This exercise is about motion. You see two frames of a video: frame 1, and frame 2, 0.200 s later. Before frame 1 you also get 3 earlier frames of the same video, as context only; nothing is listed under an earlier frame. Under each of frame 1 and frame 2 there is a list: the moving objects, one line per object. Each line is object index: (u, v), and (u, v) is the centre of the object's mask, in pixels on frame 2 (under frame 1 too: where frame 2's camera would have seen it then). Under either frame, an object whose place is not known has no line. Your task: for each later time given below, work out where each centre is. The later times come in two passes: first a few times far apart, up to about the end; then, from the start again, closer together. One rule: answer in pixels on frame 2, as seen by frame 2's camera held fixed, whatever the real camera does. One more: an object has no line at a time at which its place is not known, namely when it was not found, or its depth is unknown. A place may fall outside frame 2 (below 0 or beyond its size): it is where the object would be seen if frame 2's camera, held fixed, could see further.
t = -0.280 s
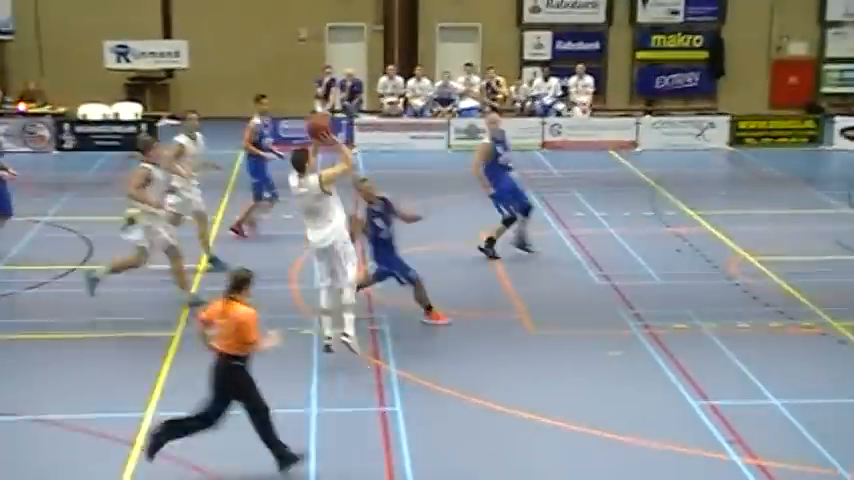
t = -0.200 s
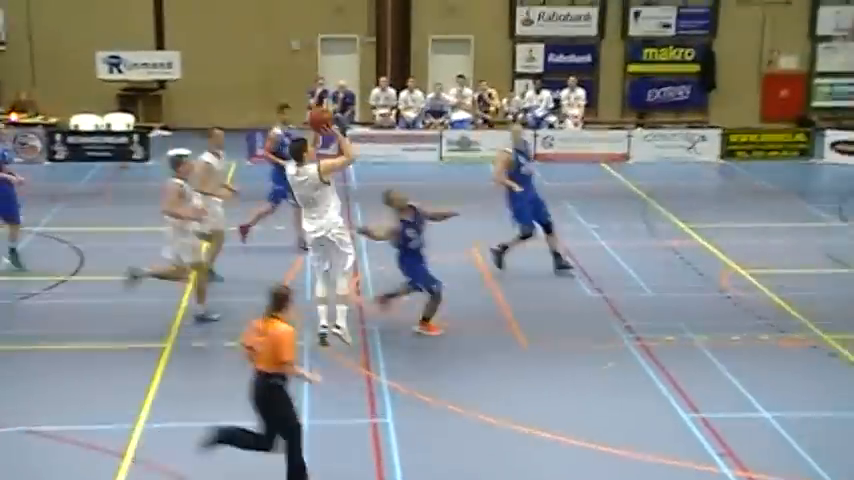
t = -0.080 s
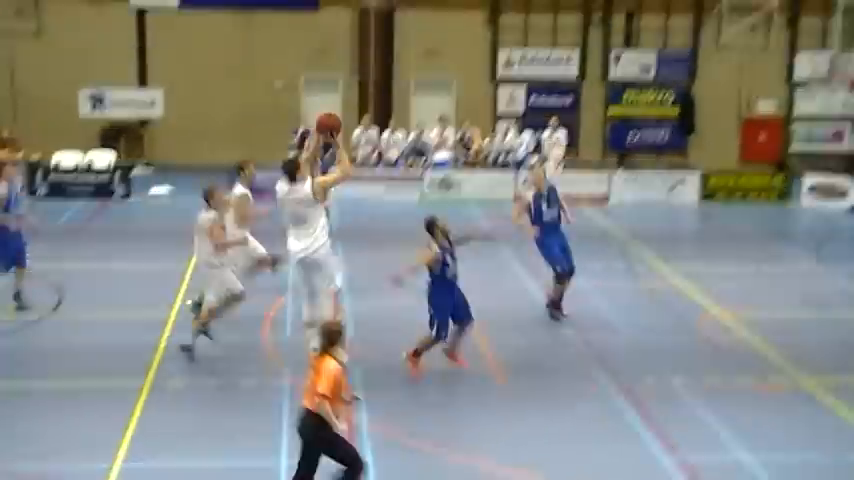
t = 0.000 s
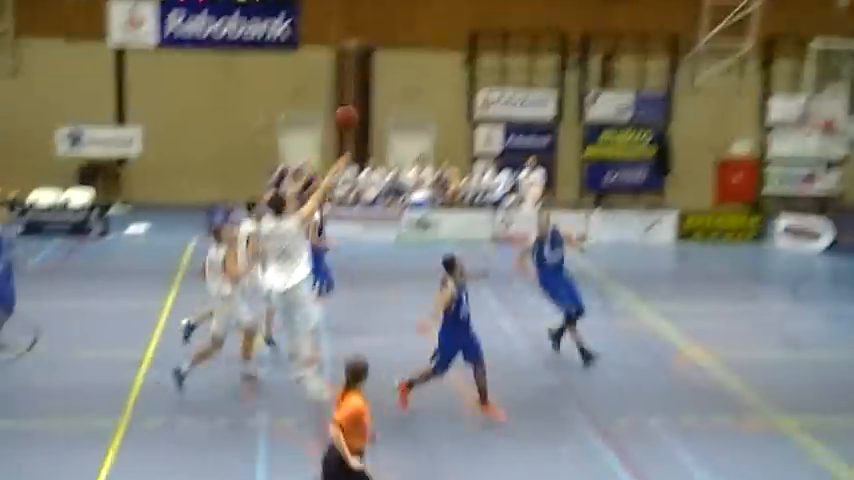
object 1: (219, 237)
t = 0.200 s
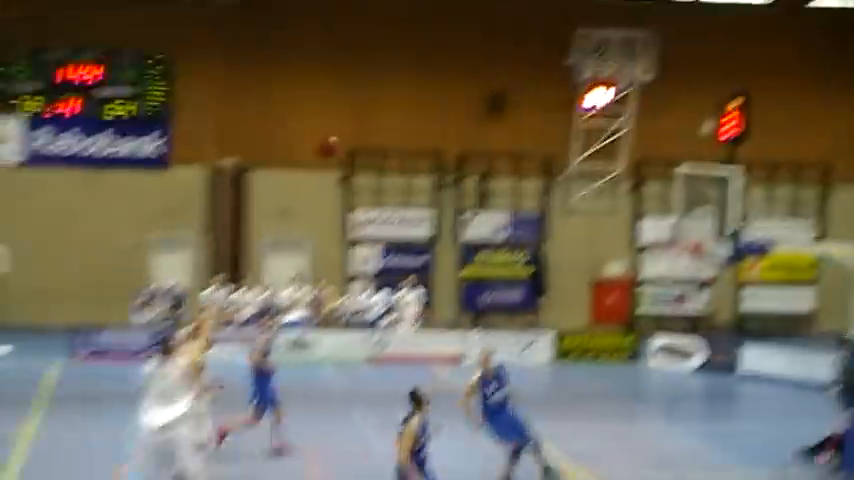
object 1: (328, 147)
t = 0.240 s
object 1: (346, 134)
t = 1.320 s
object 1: (660, 207)
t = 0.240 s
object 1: (346, 134)
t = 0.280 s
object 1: (365, 123)
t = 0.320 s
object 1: (382, 114)
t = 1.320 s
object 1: (660, 207)
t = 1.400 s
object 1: (643, 202)
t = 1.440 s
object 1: (635, 200)
